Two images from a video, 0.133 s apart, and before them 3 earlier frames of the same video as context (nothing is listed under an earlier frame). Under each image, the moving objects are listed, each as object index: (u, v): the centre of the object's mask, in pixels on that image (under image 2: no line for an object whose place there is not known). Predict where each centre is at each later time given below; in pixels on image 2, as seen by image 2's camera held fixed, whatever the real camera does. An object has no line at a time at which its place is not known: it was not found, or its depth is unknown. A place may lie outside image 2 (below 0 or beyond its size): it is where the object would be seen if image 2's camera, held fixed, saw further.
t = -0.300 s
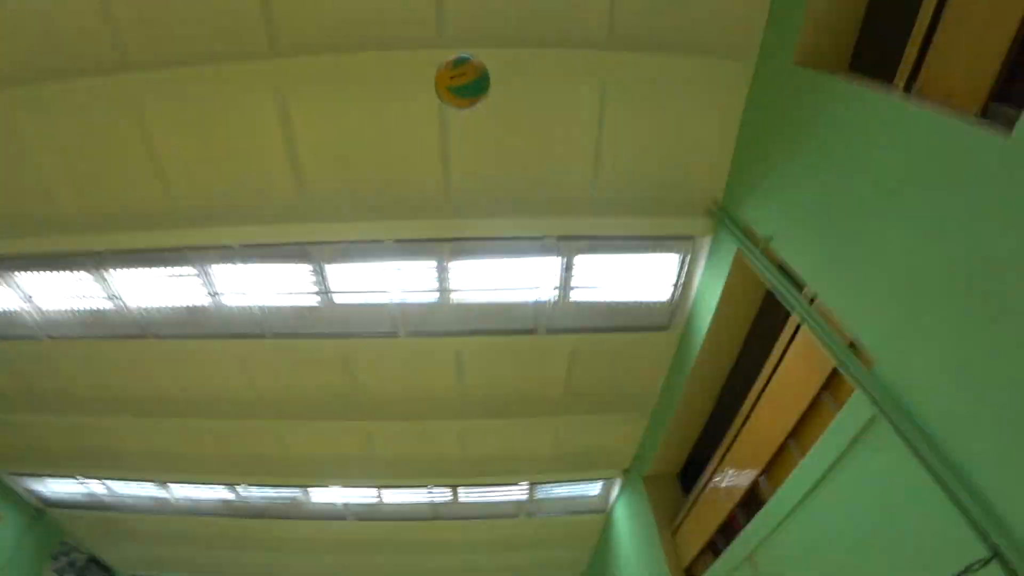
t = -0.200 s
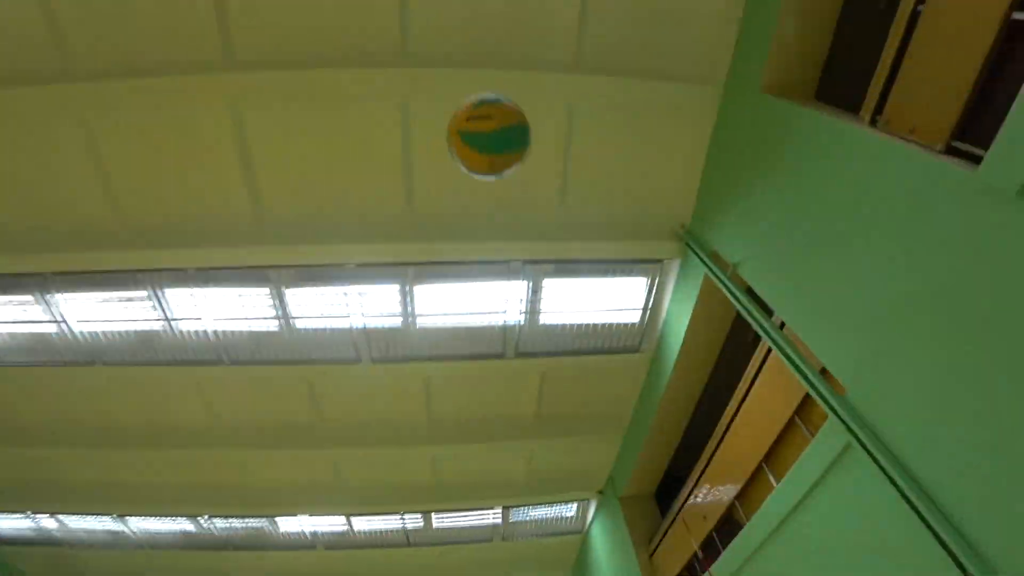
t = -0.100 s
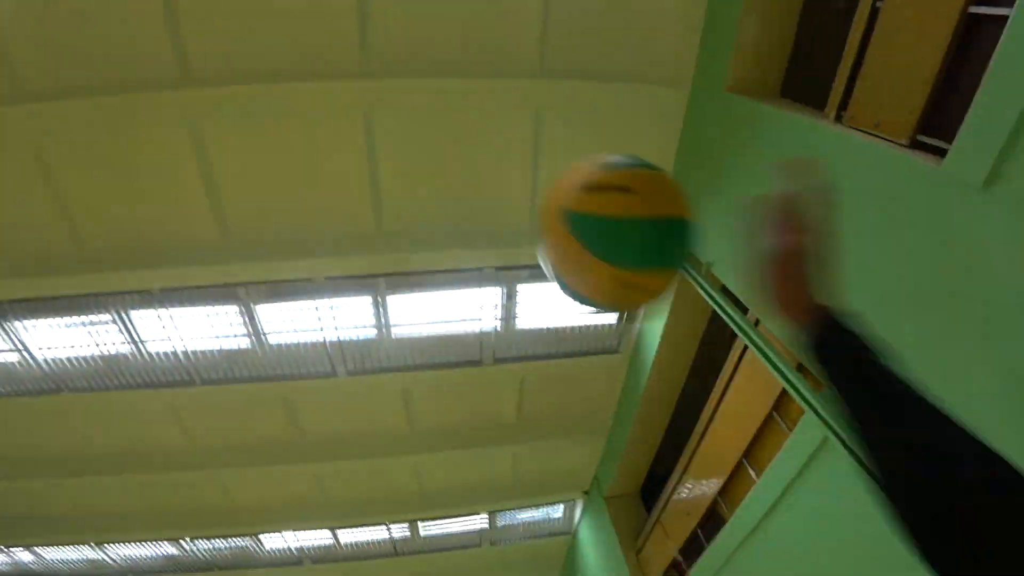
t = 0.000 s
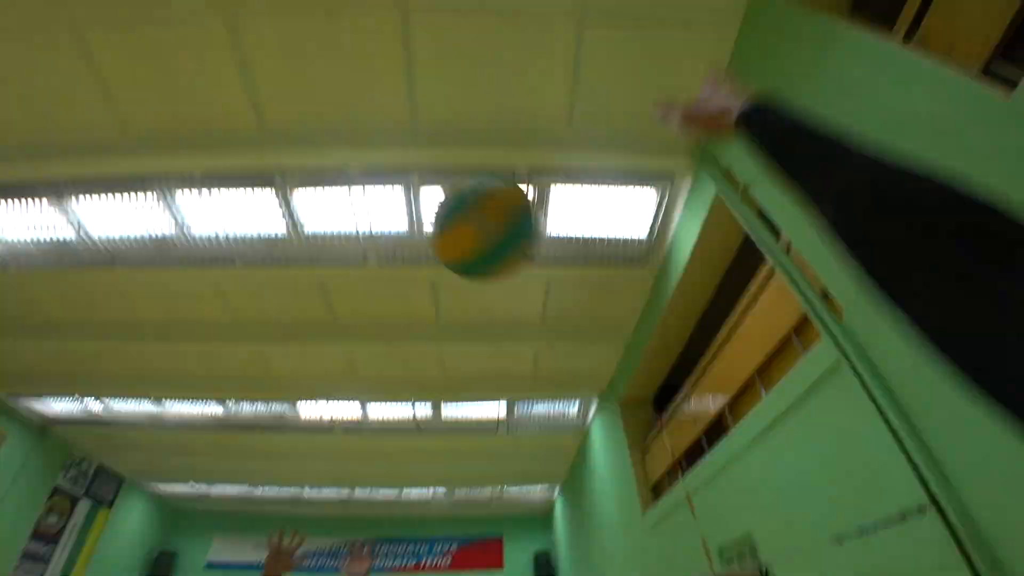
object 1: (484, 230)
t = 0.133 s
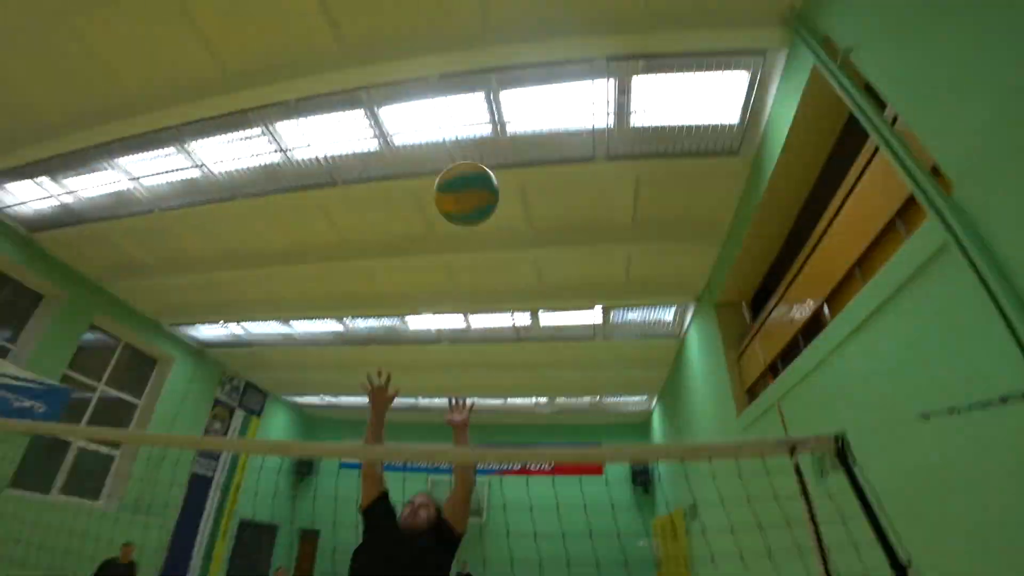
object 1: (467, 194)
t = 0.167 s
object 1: (453, 208)
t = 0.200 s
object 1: (442, 220)
